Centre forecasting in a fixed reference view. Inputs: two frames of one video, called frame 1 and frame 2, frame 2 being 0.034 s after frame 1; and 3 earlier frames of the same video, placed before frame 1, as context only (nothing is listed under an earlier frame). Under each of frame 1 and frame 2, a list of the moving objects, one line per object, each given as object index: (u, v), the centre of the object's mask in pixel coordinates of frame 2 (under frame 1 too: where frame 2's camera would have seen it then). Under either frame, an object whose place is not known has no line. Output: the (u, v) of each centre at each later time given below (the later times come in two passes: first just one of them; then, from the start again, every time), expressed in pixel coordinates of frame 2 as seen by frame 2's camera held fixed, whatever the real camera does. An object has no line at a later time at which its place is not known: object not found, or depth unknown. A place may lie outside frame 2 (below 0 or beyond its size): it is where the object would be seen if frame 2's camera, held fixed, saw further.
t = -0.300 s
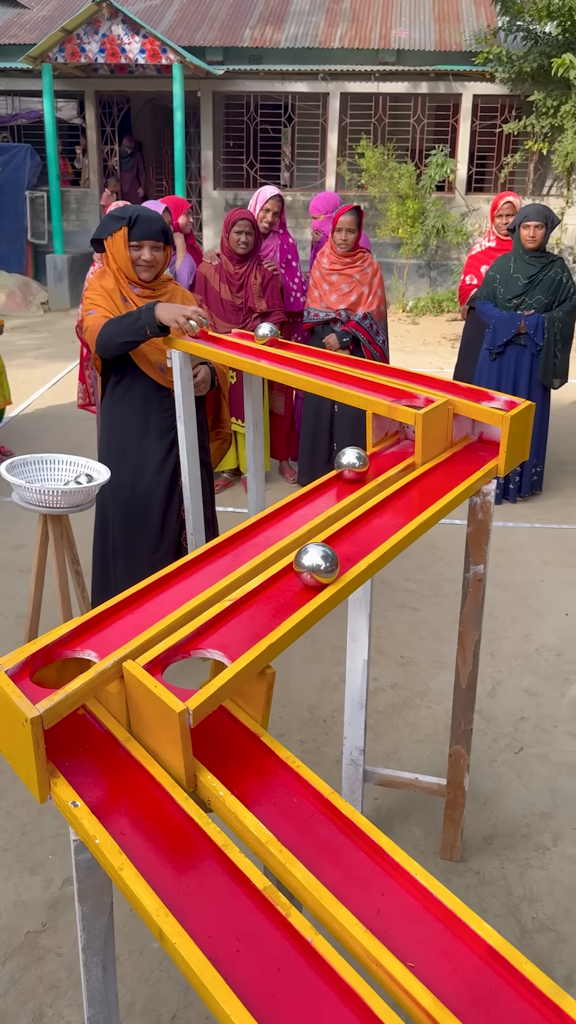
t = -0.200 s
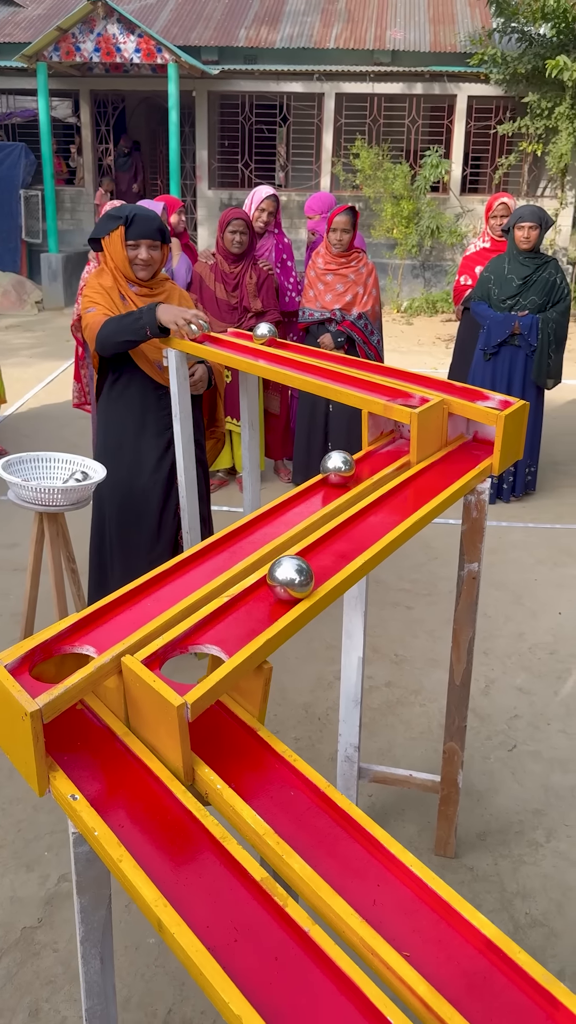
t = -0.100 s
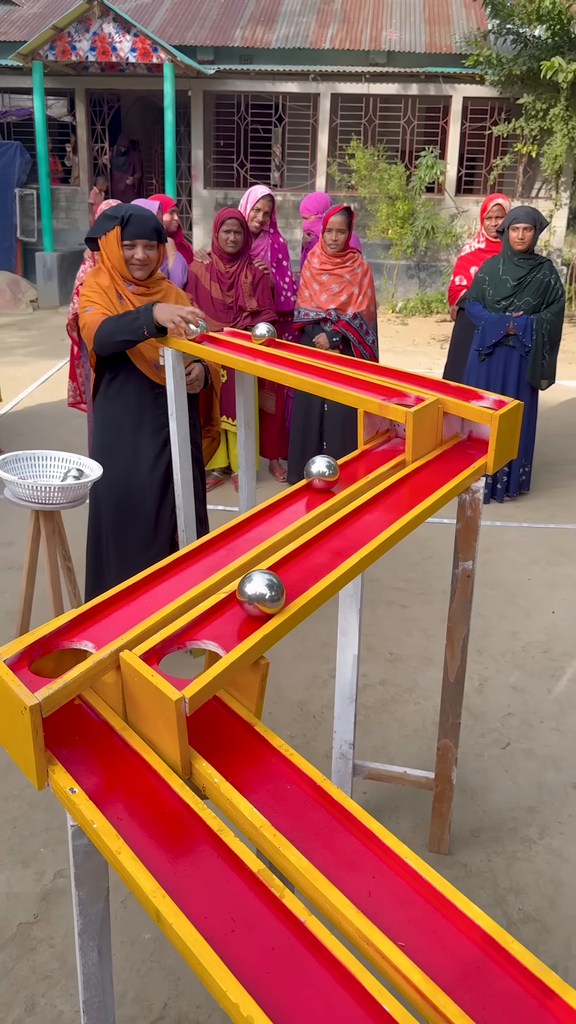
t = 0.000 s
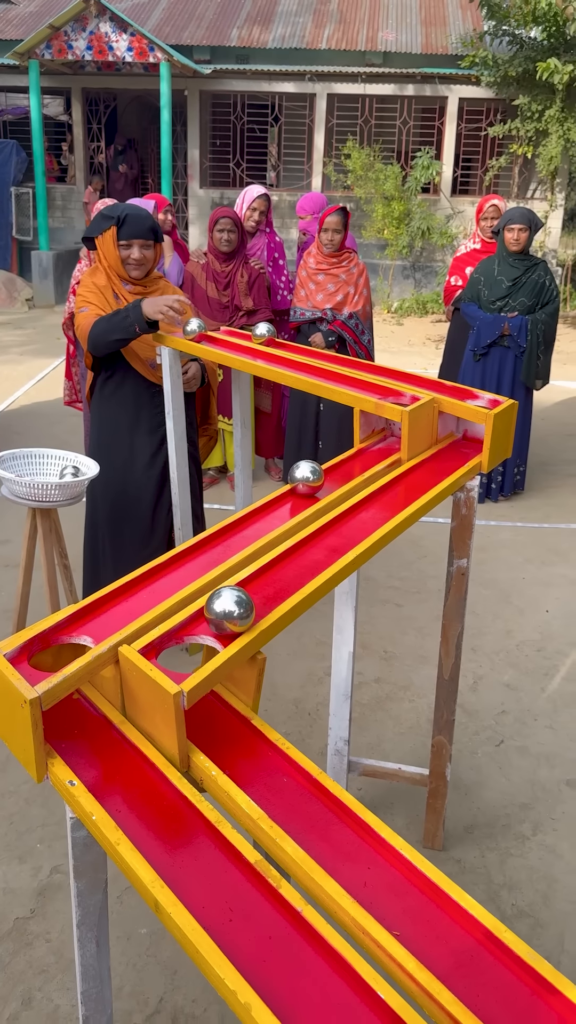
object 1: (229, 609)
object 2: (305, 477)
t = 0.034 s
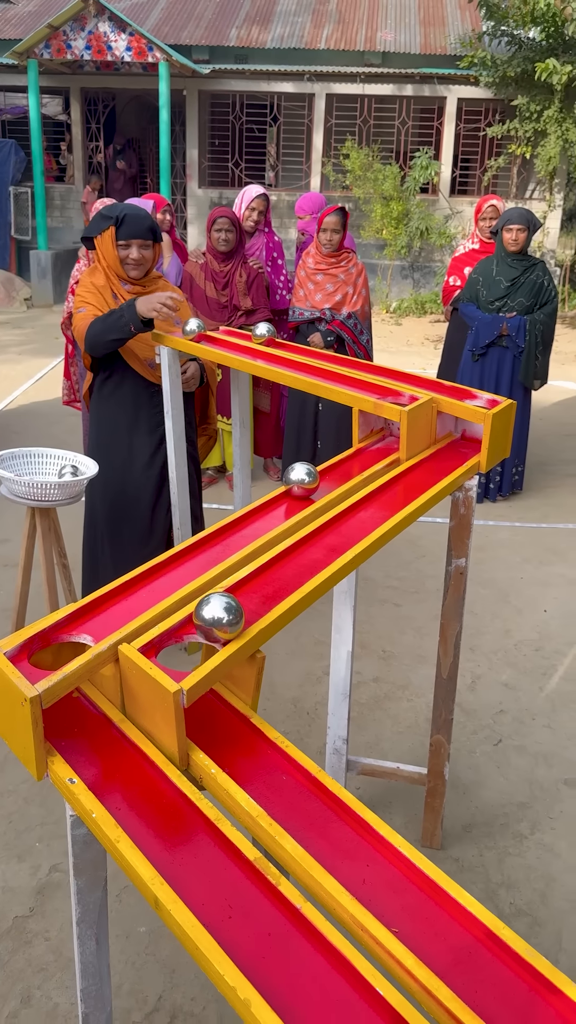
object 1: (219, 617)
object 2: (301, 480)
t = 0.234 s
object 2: (274, 497)
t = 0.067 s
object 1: (207, 627)
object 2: (297, 482)
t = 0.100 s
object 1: (193, 639)
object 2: (293, 485)
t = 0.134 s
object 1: (179, 643)
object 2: (288, 488)
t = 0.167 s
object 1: (177, 636)
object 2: (284, 491)
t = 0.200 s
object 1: (181, 637)
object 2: (279, 494)
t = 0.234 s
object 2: (274, 497)
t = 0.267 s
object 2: (268, 500)
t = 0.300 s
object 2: (262, 504)
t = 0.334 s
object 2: (256, 507)
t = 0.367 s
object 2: (249, 511)
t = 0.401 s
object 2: (243, 514)
